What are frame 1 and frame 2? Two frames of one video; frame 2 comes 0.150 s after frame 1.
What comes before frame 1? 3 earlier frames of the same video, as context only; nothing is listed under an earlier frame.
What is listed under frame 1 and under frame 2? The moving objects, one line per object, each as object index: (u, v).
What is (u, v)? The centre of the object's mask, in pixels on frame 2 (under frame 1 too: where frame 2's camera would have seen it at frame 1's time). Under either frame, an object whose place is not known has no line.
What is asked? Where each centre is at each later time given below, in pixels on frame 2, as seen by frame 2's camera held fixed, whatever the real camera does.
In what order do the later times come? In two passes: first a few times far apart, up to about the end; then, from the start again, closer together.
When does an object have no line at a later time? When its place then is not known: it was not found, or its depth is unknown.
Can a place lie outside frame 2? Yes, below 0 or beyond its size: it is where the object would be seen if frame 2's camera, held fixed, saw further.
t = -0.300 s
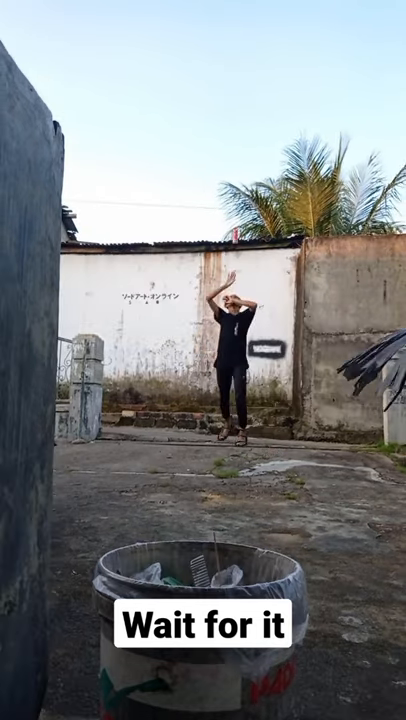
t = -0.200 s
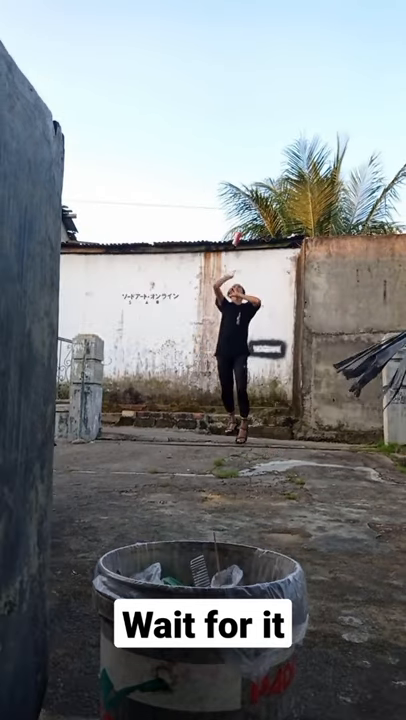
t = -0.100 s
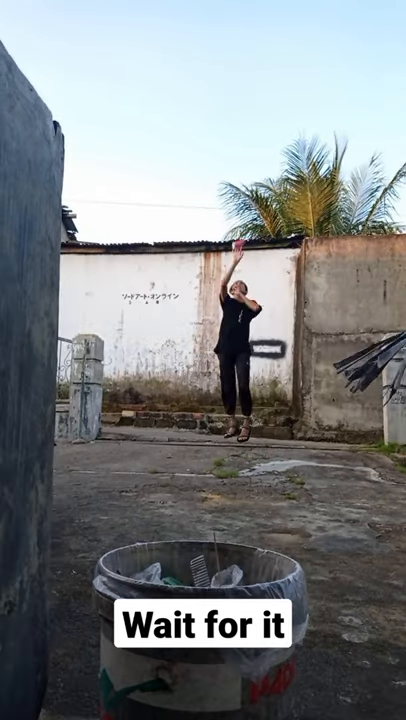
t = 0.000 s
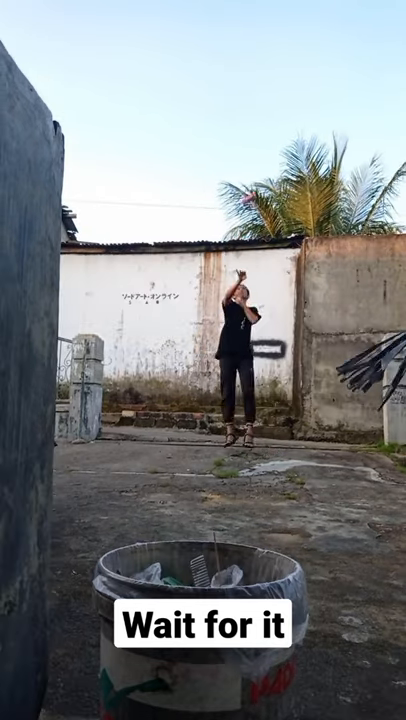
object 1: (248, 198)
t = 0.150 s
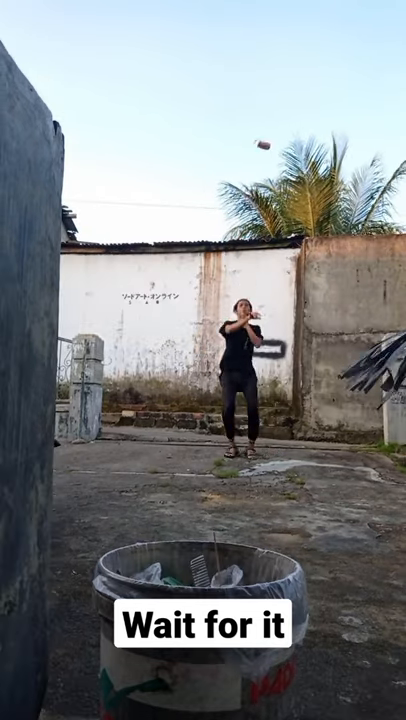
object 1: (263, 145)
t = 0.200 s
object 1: (270, 120)
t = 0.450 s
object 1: (293, 55)
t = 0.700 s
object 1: (294, 56)
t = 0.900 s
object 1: (274, 176)
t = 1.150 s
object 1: (197, 561)
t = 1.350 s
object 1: (181, 573)
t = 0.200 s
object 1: (270, 120)
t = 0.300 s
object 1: (280, 86)
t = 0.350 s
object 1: (284, 78)
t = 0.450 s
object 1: (293, 55)
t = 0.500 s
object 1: (296, 44)
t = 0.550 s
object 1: (297, 43)
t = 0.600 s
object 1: (297, 40)
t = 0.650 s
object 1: (296, 43)
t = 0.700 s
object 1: (294, 56)
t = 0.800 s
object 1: (284, 94)
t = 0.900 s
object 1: (274, 176)
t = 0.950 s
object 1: (266, 216)
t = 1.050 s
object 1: (238, 380)
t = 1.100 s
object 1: (207, 547)
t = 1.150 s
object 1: (197, 561)
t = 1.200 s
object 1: (181, 565)
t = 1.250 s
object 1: (177, 563)
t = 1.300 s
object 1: (175, 568)
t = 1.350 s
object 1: (181, 573)
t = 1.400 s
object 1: (196, 573)
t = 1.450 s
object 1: (201, 573)
